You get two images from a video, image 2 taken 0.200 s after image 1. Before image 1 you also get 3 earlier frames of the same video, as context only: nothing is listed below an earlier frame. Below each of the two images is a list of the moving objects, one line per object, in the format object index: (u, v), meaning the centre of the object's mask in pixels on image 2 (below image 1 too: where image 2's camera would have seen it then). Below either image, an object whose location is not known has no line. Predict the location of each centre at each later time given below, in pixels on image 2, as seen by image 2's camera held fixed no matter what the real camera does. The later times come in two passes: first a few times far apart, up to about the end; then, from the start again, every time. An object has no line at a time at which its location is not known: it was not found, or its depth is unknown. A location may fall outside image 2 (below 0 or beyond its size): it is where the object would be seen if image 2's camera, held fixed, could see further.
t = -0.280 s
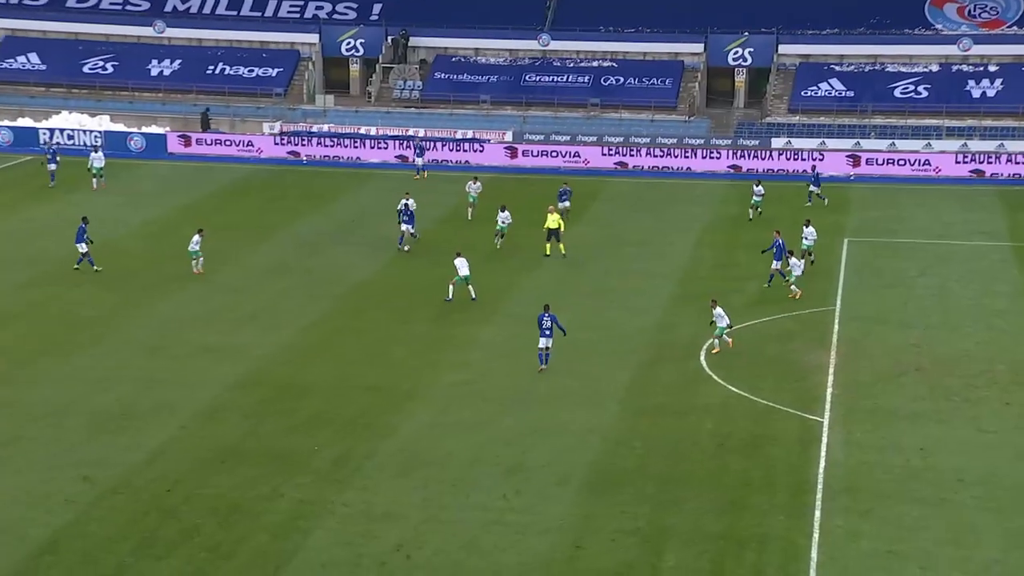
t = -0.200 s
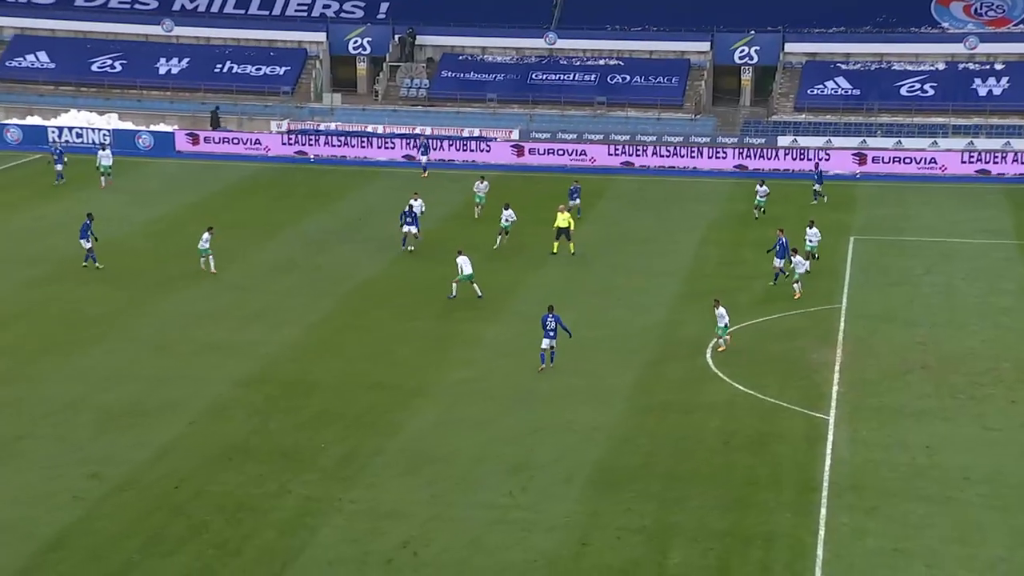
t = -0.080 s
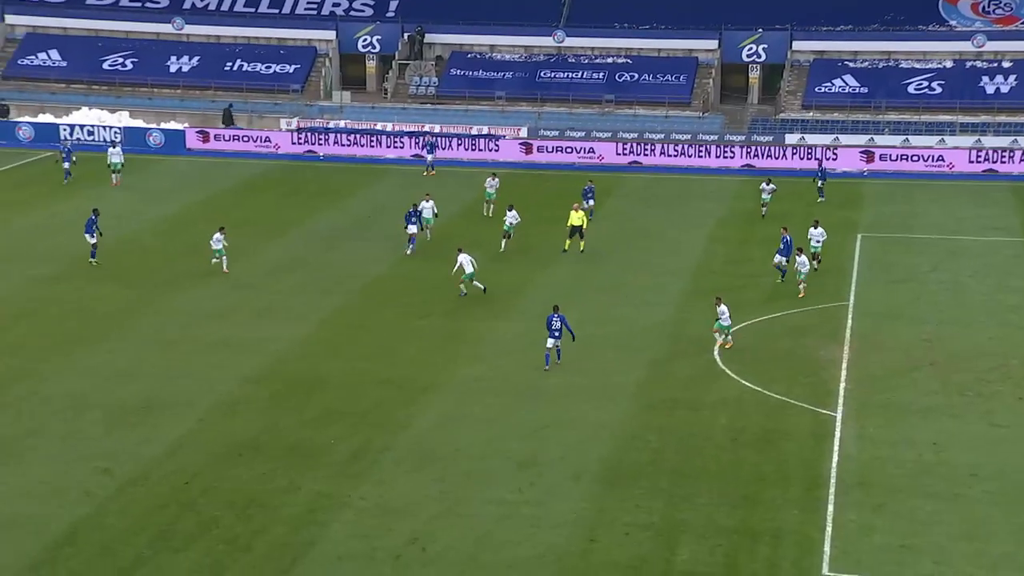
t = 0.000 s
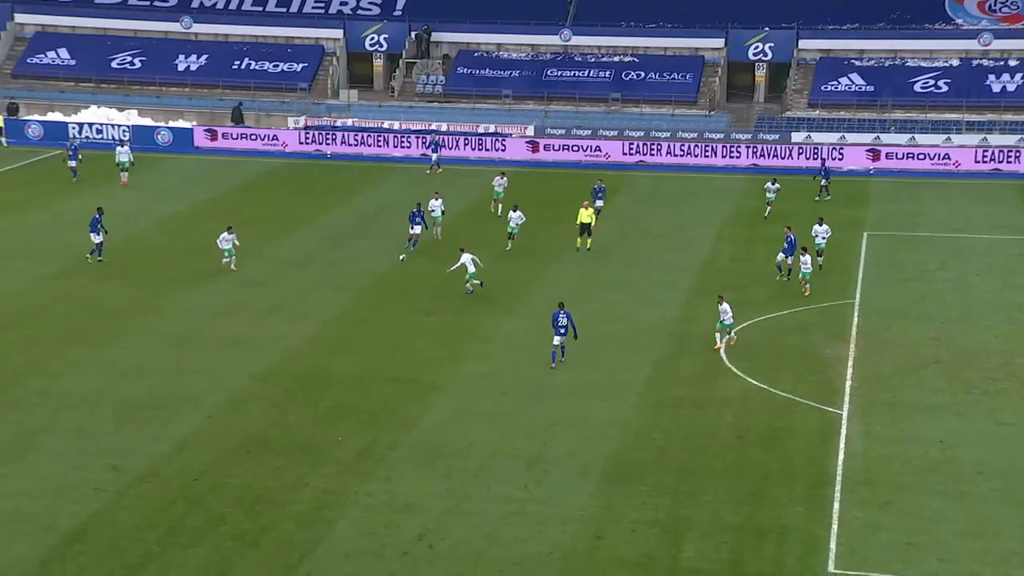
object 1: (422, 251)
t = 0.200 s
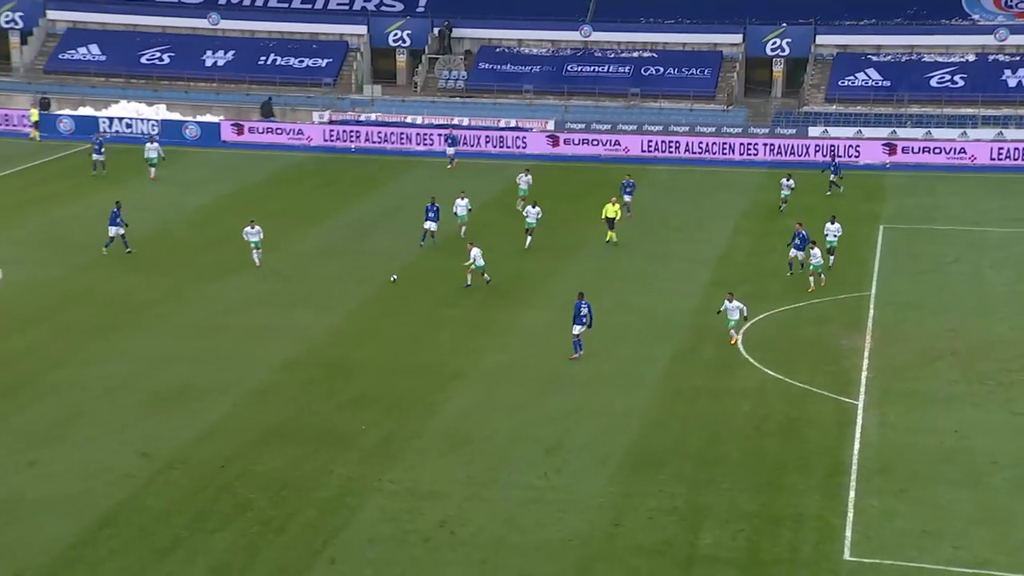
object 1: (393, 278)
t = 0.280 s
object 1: (382, 285)
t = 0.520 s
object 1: (351, 313)
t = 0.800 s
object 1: (318, 351)
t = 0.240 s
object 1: (388, 281)
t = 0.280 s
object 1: (382, 285)
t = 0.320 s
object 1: (377, 290)
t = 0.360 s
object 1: (372, 295)
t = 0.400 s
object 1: (366, 302)
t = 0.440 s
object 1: (361, 306)
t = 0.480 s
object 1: (356, 309)
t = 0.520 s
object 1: (351, 313)
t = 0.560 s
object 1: (346, 318)
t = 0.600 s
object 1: (341, 324)
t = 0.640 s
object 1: (336, 331)
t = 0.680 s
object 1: (331, 338)
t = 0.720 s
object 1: (327, 341)
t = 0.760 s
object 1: (322, 346)
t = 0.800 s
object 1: (318, 351)
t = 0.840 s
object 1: (312, 357)
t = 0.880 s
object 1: (308, 363)
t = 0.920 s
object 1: (303, 372)
